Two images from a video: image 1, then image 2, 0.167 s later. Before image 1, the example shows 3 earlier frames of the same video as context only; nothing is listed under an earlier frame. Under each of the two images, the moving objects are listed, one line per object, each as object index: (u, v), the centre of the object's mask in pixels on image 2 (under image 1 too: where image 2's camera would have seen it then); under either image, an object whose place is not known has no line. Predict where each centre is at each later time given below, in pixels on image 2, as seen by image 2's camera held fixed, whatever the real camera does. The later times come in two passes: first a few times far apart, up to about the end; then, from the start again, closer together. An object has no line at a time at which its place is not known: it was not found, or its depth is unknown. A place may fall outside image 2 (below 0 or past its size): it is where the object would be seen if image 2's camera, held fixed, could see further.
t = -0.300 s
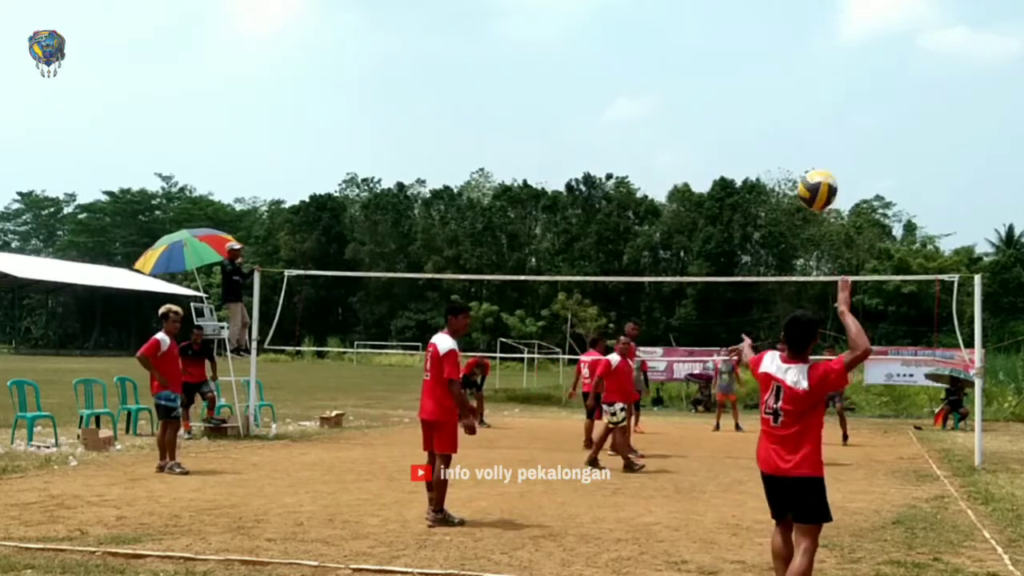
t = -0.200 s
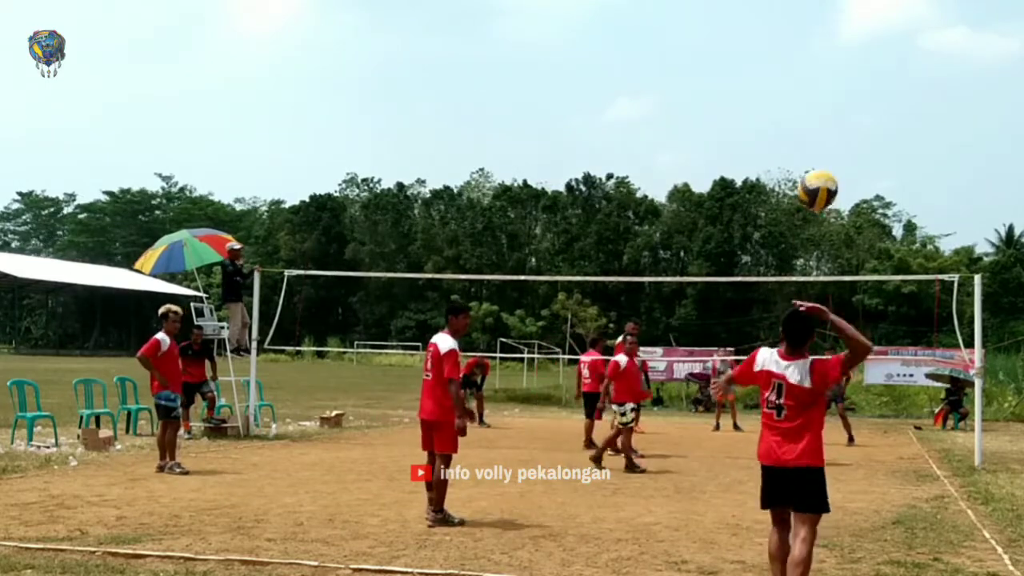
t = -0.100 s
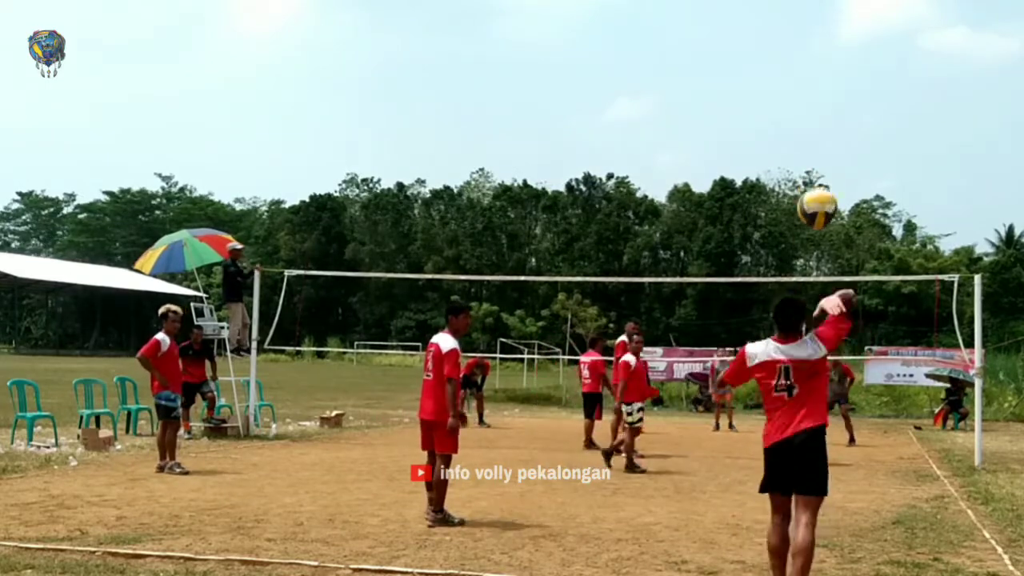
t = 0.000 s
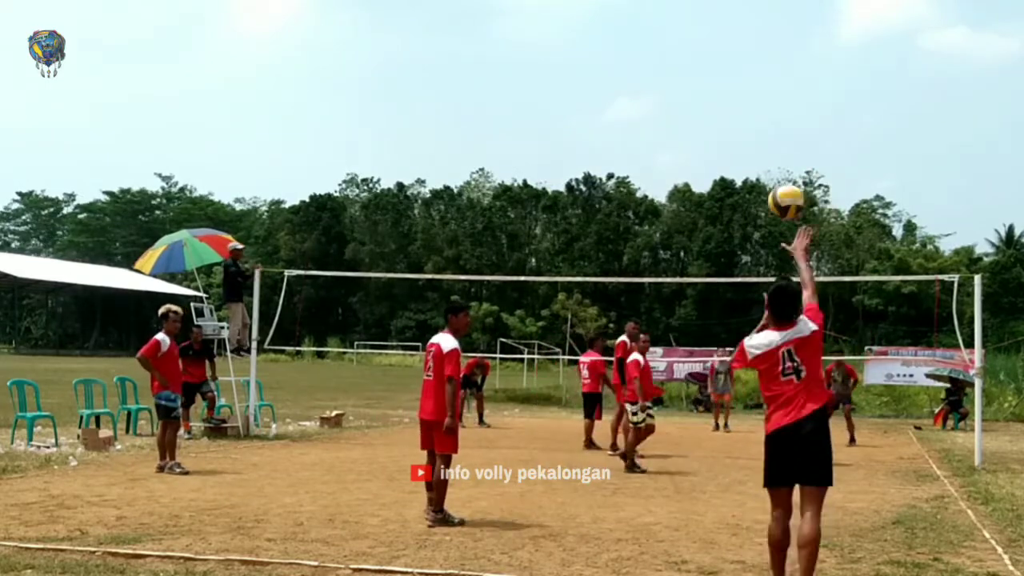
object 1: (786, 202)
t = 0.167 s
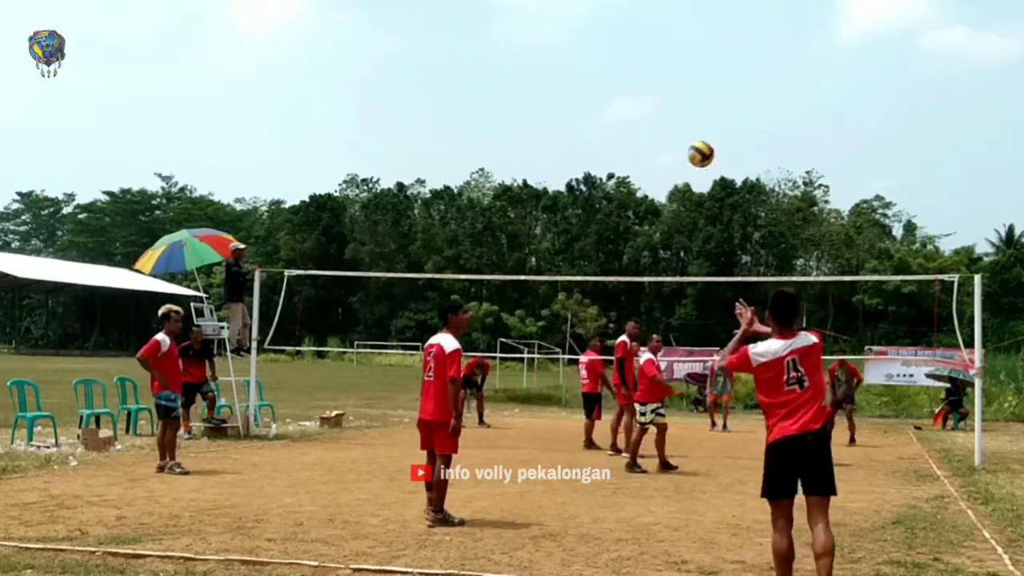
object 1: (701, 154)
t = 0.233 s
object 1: (676, 150)
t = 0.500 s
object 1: (606, 171)
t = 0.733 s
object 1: (562, 219)
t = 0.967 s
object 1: (533, 288)
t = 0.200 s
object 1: (688, 151)
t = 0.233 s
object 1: (676, 150)
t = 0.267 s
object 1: (665, 149)
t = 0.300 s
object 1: (654, 150)
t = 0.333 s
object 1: (645, 151)
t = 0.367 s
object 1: (636, 154)
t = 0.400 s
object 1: (628, 157)
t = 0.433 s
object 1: (619, 160)
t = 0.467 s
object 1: (612, 166)
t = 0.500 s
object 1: (606, 171)
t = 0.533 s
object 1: (598, 175)
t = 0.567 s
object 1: (592, 181)
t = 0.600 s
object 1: (584, 187)
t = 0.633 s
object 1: (580, 195)
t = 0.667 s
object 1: (572, 203)
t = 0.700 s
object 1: (567, 210)
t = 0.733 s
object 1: (562, 219)
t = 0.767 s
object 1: (557, 229)
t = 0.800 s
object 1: (553, 238)
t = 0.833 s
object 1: (549, 248)
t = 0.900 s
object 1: (540, 268)
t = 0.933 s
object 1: (536, 277)
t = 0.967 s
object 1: (533, 288)
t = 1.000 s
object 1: (530, 299)
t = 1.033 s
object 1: (527, 309)
